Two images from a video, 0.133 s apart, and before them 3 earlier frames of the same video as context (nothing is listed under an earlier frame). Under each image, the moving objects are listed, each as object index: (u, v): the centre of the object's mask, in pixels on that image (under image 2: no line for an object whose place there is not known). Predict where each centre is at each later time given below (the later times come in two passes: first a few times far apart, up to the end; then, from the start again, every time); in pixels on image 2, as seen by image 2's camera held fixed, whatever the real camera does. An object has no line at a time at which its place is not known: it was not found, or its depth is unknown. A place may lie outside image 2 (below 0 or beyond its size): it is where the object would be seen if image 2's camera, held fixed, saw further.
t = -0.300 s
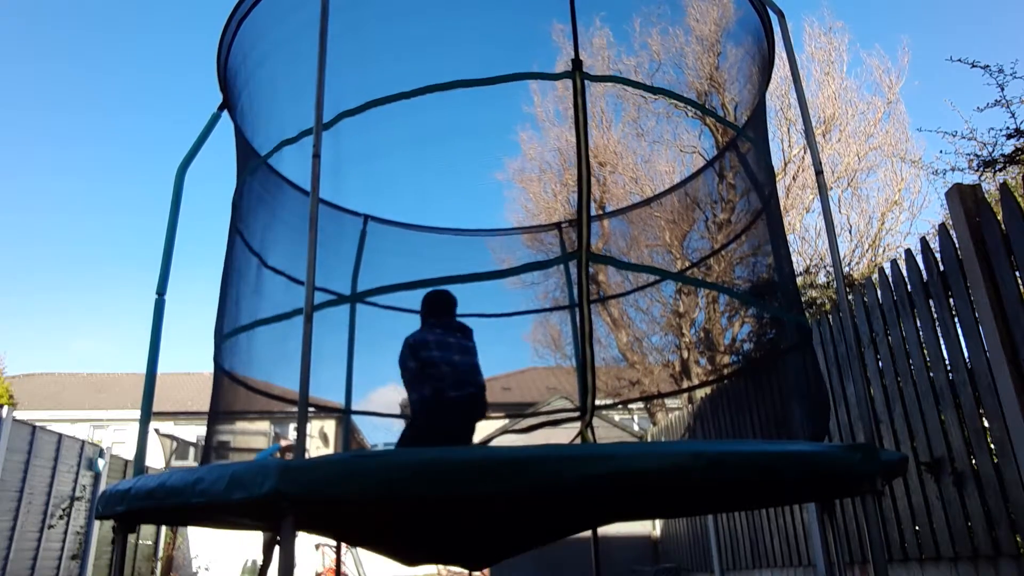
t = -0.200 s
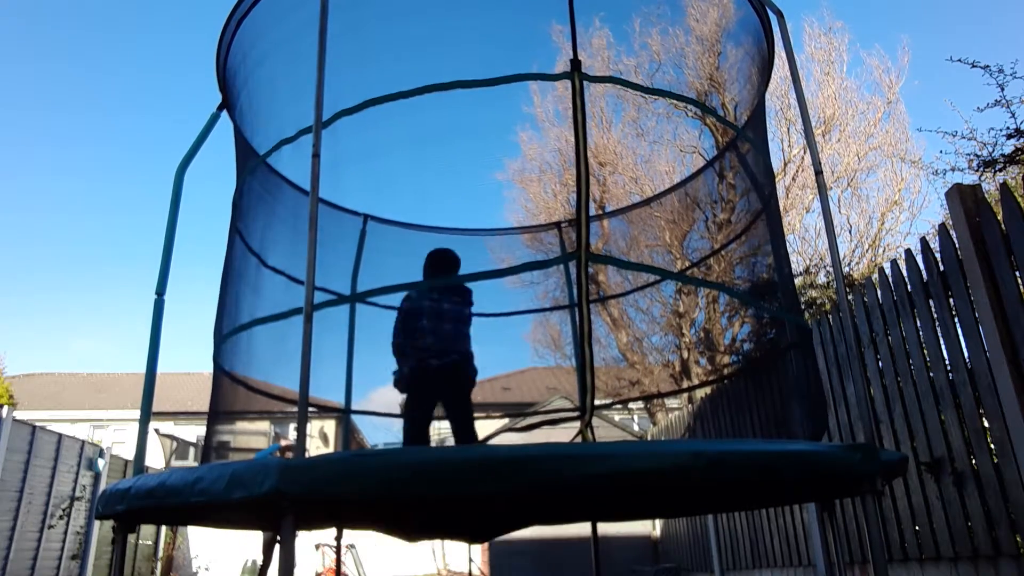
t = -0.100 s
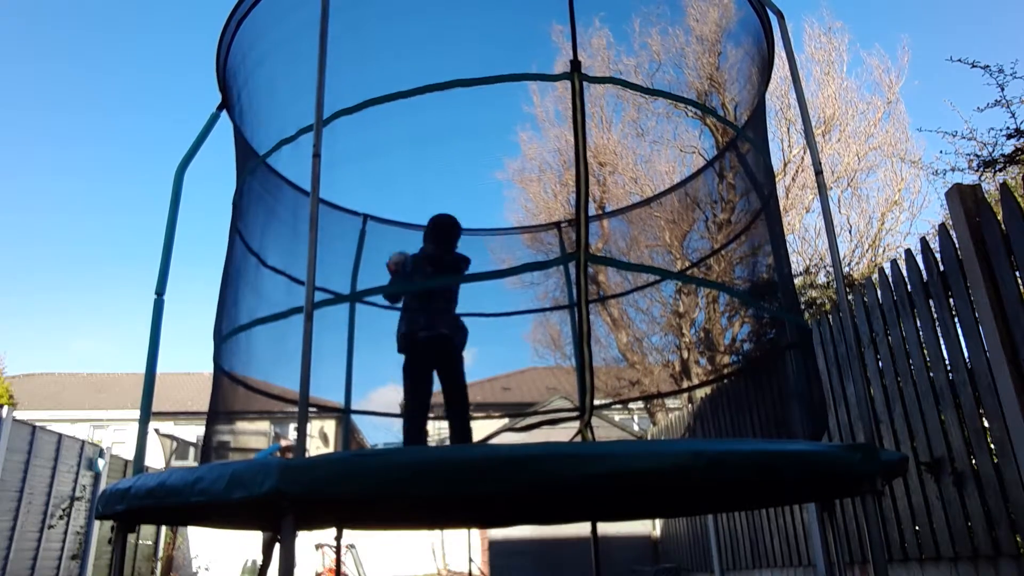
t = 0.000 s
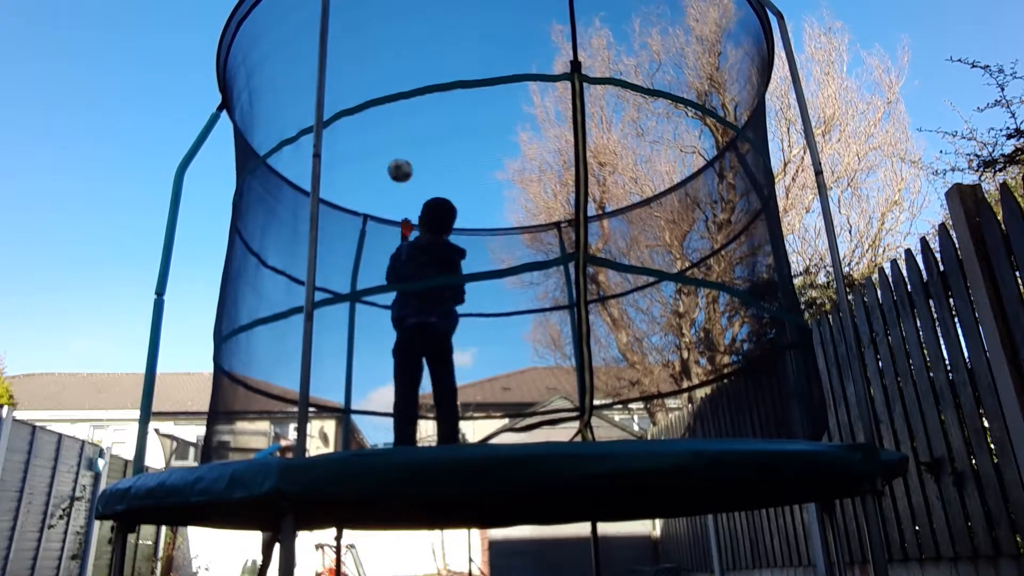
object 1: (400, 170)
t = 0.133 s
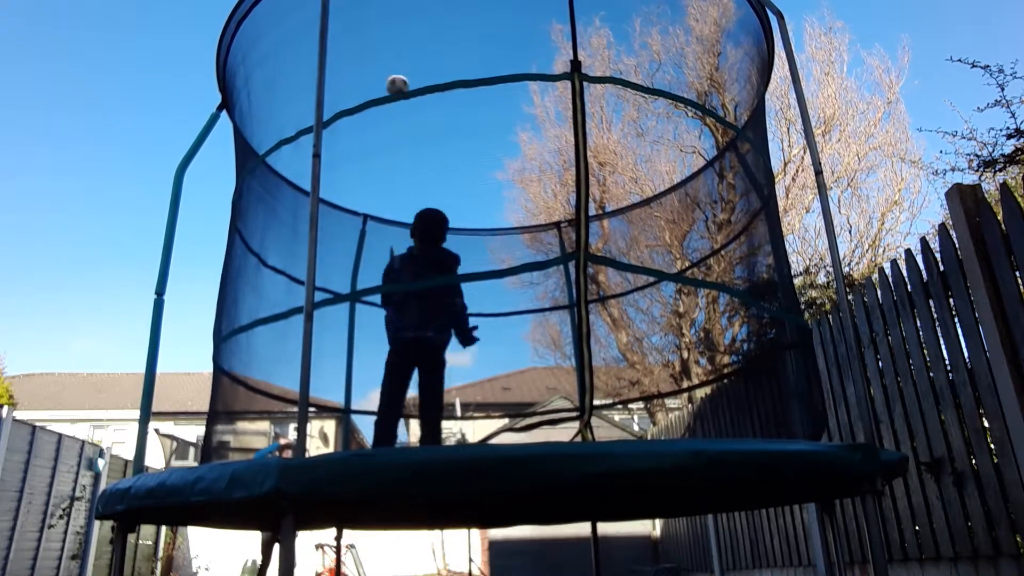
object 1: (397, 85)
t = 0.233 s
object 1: (396, 46)
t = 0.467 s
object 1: (394, 10)
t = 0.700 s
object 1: (391, 34)
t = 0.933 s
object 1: (386, 109)
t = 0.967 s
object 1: (385, 123)
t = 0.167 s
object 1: (397, 71)
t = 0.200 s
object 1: (396, 57)
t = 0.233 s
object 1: (396, 46)
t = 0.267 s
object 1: (396, 36)
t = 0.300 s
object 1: (396, 28)
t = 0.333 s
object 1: (395, 22)
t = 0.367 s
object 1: (395, 17)
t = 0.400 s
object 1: (395, 13)
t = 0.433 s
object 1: (394, 11)
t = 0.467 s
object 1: (394, 10)
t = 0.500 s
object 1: (394, 10)
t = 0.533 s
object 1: (393, 11)
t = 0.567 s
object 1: (392, 14)
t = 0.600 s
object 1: (392, 17)
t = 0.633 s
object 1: (391, 22)
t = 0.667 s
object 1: (391, 27)
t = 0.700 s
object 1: (391, 34)
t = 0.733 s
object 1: (390, 41)
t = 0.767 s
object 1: (390, 50)
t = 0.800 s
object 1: (389, 59)
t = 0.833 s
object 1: (389, 70)
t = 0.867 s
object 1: (388, 82)
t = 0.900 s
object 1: (386, 91)
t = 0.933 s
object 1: (386, 109)
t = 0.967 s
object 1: (385, 123)
